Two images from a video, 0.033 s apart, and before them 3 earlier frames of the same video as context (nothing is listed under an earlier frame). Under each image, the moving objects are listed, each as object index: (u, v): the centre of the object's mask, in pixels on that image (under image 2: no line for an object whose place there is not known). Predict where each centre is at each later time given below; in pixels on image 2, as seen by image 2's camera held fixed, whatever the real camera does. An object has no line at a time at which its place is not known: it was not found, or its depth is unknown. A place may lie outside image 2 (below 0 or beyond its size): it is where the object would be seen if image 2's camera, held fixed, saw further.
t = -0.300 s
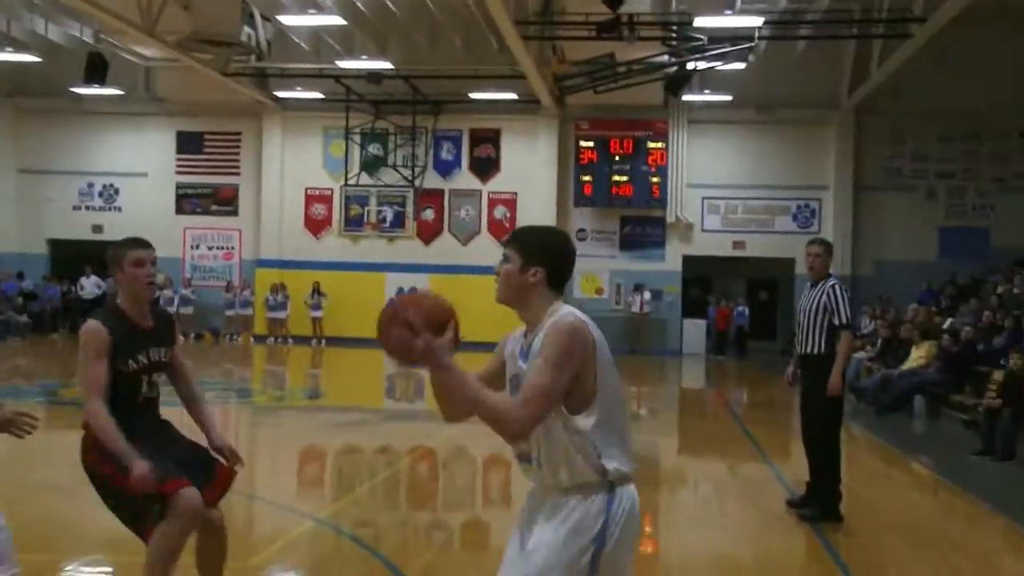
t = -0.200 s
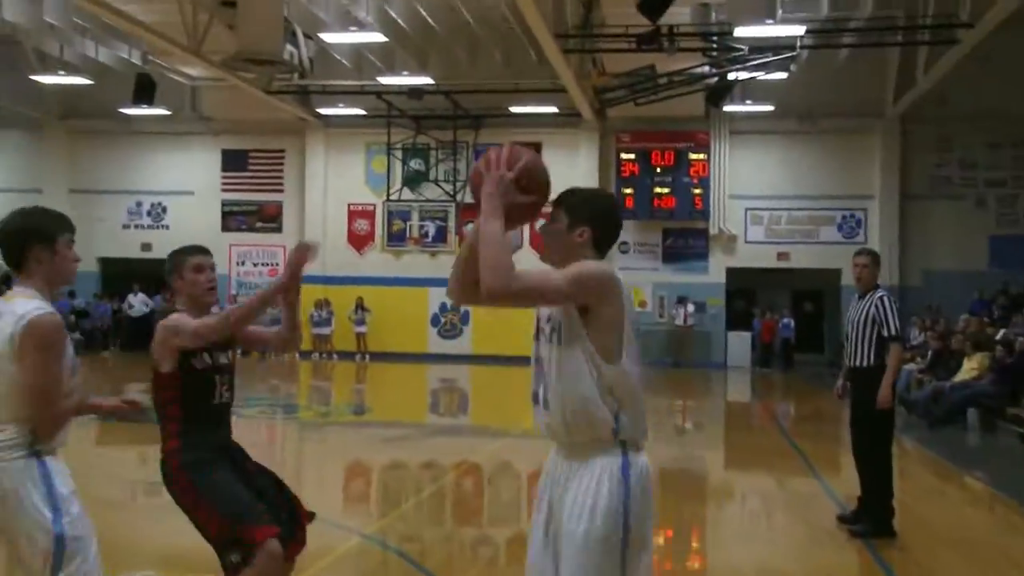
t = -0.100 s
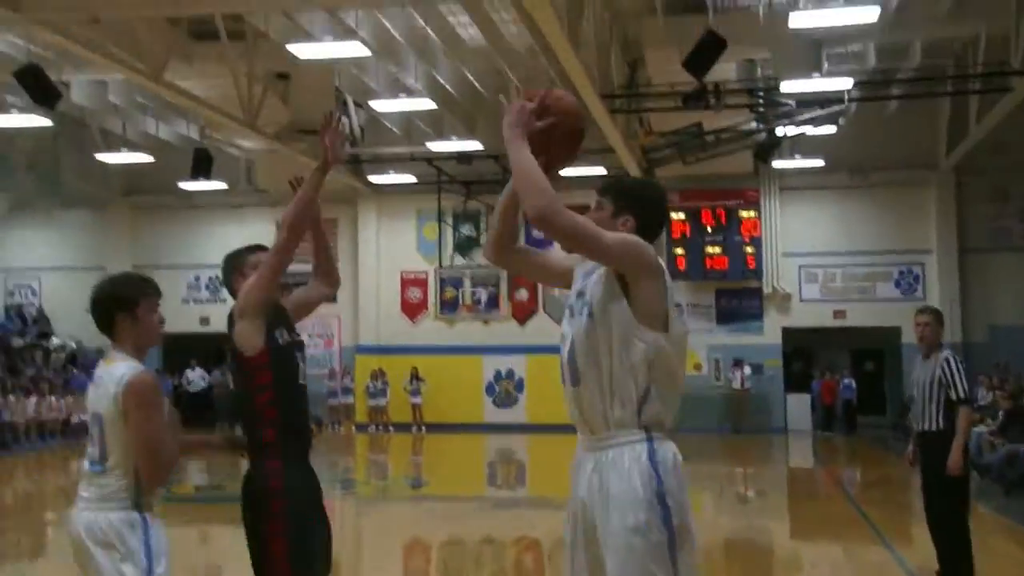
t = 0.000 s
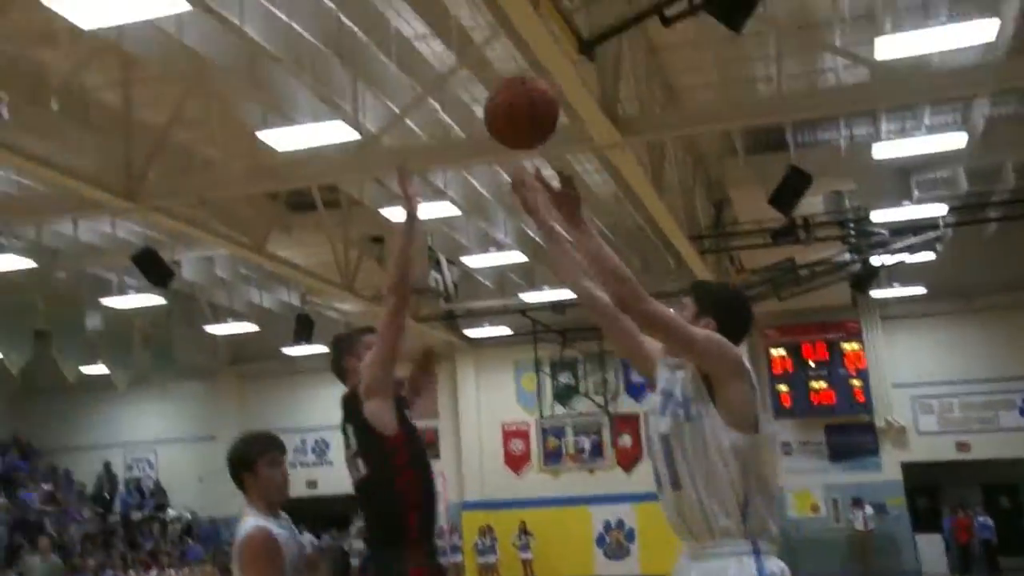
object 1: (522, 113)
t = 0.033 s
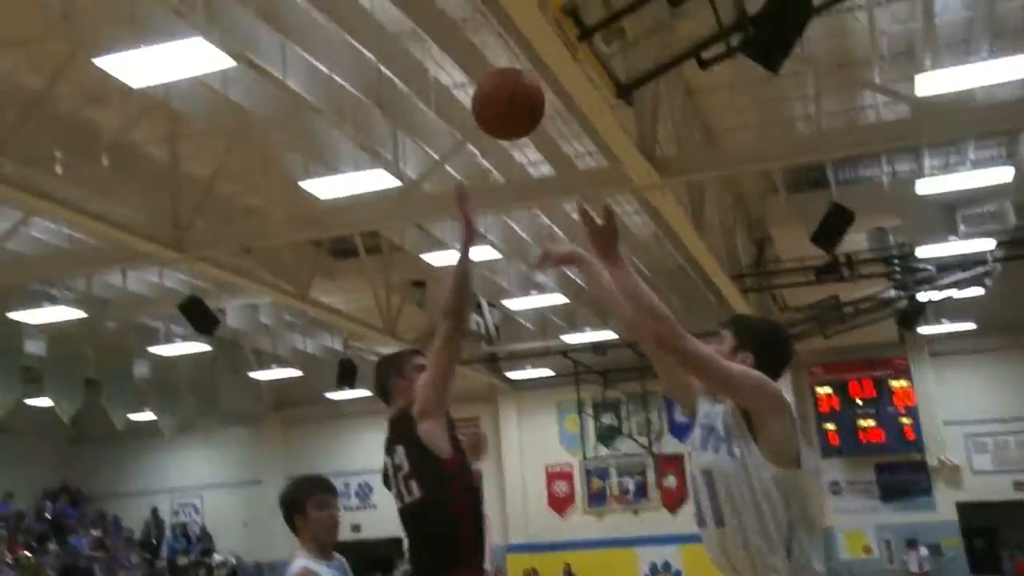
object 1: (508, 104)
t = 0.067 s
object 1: (459, 56)
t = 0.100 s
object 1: (411, 13)
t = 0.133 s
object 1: (365, -29)
